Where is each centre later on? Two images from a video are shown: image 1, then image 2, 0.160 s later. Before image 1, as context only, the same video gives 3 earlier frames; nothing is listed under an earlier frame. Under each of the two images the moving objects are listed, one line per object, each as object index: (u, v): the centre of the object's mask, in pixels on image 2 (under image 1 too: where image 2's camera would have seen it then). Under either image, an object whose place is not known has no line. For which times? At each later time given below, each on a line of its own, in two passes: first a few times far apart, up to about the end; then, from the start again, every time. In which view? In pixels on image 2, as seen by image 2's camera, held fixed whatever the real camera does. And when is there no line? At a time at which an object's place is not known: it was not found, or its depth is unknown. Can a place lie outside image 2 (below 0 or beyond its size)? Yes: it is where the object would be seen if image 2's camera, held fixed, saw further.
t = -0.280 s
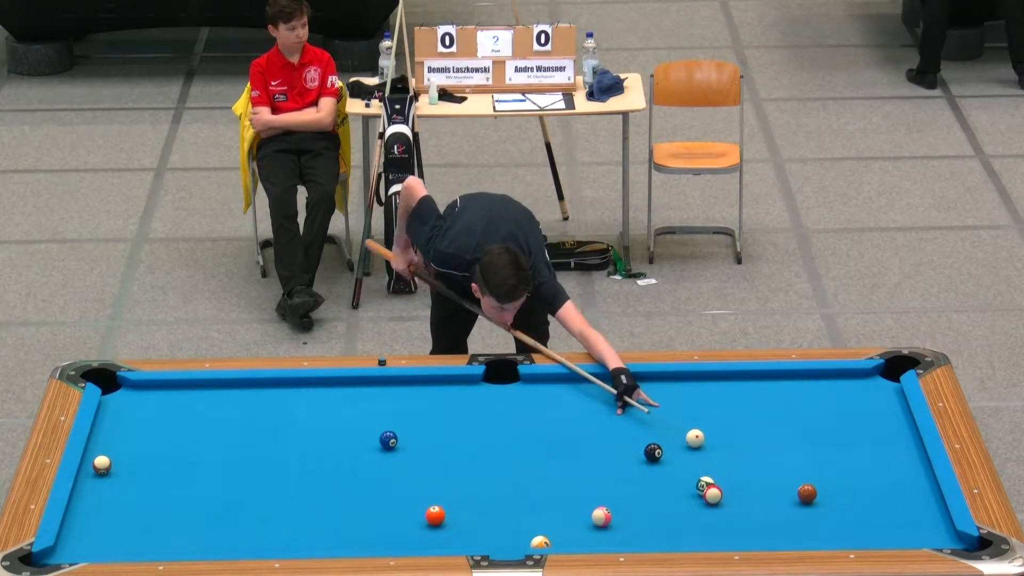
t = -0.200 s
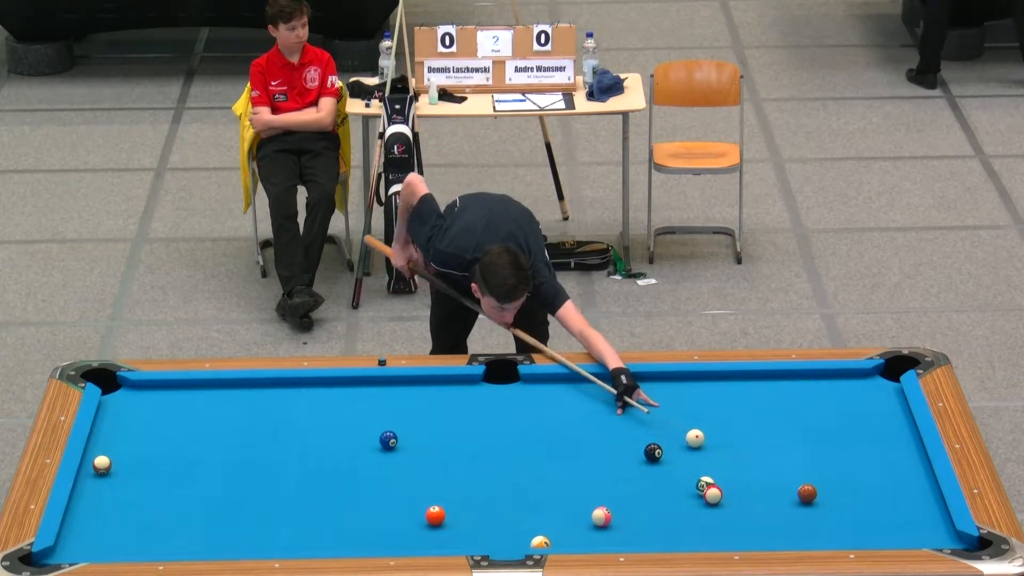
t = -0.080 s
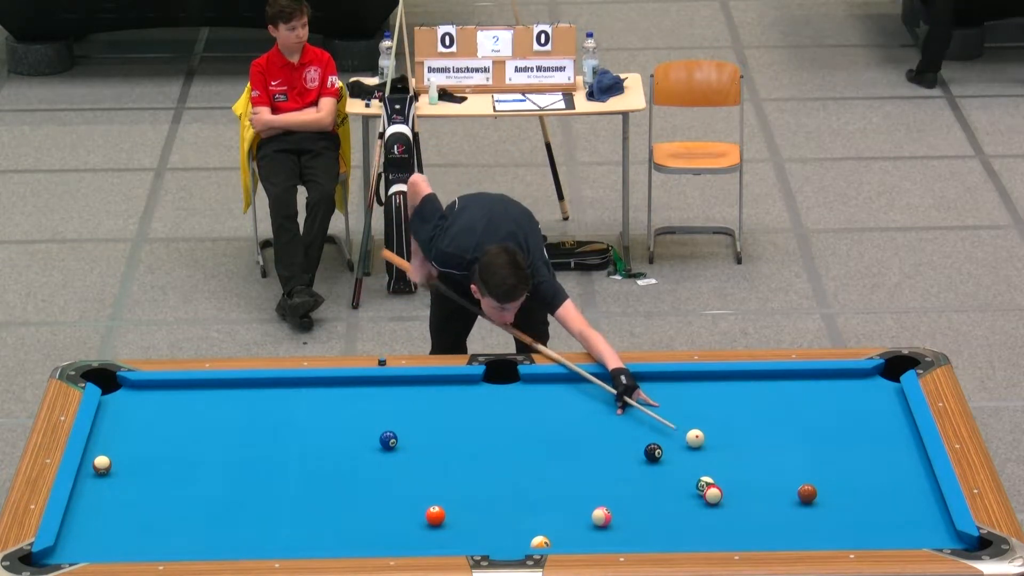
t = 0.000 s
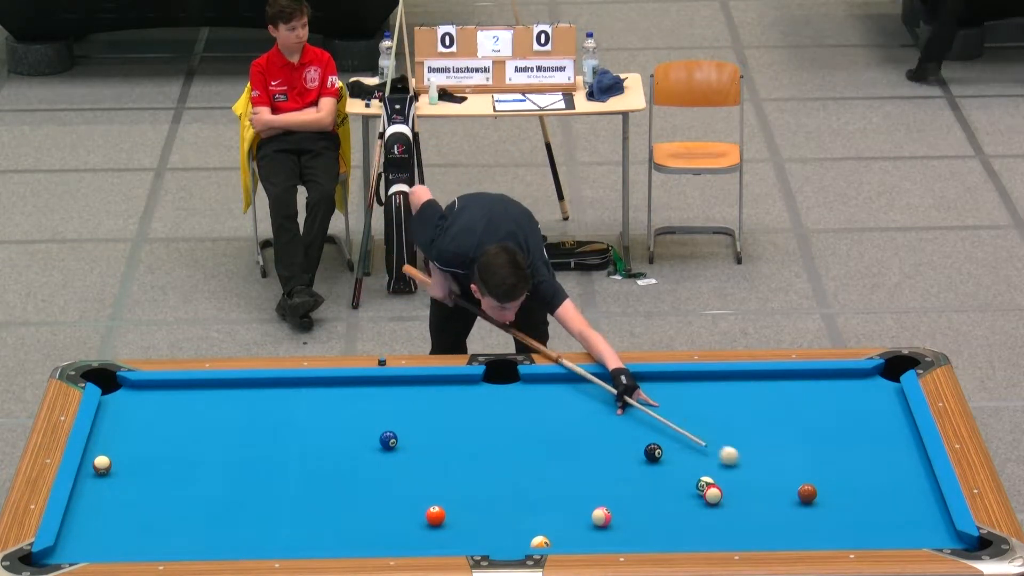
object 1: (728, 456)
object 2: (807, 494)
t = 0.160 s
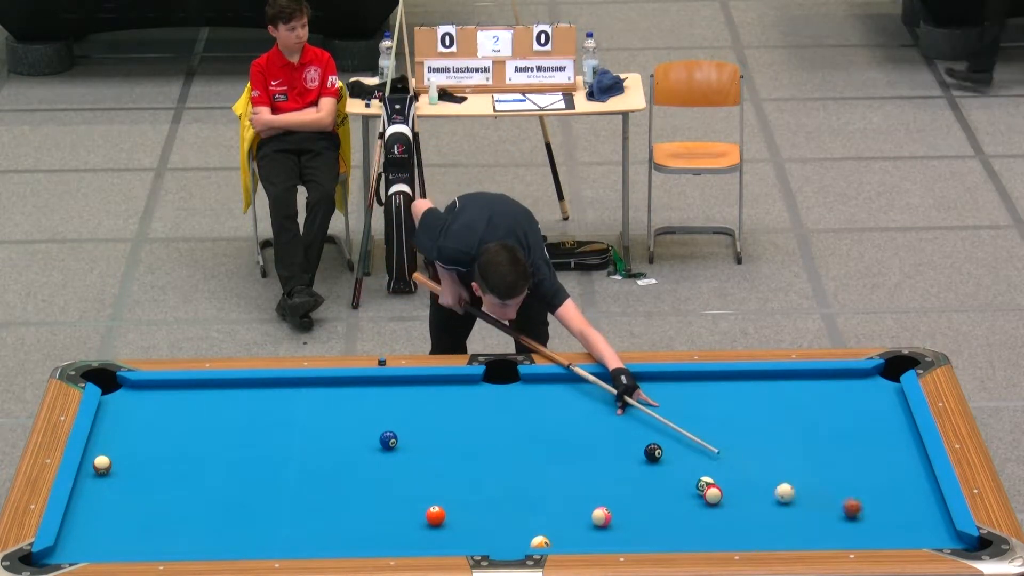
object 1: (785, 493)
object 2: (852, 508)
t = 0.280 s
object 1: (776, 502)
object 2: (937, 535)
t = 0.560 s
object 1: (759, 523)
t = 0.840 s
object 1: (741, 540)
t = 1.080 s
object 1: (716, 534)
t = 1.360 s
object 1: (687, 524)
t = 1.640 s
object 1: (661, 515)
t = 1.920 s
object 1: (637, 506)
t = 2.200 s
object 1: (615, 498)
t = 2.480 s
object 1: (596, 491)
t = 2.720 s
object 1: (580, 485)
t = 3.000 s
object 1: (564, 479)
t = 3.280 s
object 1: (550, 474)
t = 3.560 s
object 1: (538, 469)
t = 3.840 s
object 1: (526, 465)
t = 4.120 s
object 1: (517, 461)
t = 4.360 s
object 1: (510, 459)
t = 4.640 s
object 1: (504, 456)
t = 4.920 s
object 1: (500, 454)
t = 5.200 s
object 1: (497, 452)
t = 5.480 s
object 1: (496, 451)
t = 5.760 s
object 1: (495, 450)
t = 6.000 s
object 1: (495, 450)
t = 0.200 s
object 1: (781, 496)
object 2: (880, 518)
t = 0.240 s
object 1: (779, 499)
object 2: (909, 527)
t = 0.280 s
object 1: (776, 502)
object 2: (937, 535)
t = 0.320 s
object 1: (774, 505)
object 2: (964, 543)
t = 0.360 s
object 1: (771, 508)
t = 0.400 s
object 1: (769, 511)
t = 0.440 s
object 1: (766, 514)
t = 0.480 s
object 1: (764, 517)
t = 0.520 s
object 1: (761, 520)
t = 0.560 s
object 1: (759, 523)
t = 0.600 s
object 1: (756, 526)
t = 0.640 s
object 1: (754, 529)
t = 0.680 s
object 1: (751, 532)
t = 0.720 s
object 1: (749, 534)
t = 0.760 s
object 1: (747, 535)
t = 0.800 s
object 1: (744, 538)
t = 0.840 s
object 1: (741, 540)
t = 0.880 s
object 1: (737, 539)
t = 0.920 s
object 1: (733, 538)
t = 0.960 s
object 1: (729, 537)
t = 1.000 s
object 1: (724, 536)
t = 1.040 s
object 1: (720, 535)
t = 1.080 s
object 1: (716, 534)
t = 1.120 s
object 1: (711, 533)
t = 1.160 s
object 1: (707, 531)
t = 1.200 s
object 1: (703, 530)
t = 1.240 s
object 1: (699, 528)
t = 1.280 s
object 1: (695, 527)
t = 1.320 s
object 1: (691, 526)
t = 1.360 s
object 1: (687, 524)
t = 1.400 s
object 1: (683, 523)
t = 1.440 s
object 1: (679, 521)
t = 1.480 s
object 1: (675, 520)
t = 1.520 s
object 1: (672, 519)
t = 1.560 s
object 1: (668, 517)
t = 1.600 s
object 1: (665, 516)
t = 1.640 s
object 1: (661, 515)
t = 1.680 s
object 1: (657, 514)
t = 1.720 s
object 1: (654, 513)
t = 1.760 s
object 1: (651, 511)
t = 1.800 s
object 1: (647, 510)
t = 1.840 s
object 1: (644, 509)
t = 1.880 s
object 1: (640, 508)
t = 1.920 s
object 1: (637, 506)
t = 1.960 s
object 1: (634, 505)
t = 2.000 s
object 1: (631, 504)
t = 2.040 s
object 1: (628, 503)
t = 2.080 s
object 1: (624, 502)
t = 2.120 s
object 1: (621, 501)
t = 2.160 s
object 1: (619, 499)
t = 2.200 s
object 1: (615, 498)
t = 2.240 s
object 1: (612, 497)
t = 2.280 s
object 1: (610, 496)
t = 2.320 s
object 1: (607, 495)
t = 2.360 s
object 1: (604, 494)
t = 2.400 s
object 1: (601, 493)
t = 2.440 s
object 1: (598, 492)
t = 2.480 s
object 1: (596, 491)
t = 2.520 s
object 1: (593, 490)
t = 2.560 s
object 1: (591, 489)
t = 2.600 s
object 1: (588, 488)
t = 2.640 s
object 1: (586, 487)
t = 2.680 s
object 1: (583, 486)
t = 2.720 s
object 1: (580, 485)
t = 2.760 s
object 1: (578, 485)
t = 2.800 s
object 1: (576, 484)
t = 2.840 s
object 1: (573, 483)
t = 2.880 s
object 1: (571, 482)
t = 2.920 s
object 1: (569, 481)
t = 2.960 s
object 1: (566, 480)
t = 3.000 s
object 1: (564, 479)
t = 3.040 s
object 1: (562, 479)
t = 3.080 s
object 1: (560, 478)
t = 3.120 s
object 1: (558, 477)
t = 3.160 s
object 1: (556, 476)
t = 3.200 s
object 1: (554, 476)
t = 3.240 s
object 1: (552, 475)
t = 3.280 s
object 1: (550, 474)
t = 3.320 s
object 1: (548, 473)
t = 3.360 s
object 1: (546, 473)
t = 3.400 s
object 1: (544, 472)
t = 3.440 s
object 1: (543, 471)
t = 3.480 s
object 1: (541, 470)
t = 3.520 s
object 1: (539, 470)
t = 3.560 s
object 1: (538, 469)
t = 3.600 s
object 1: (536, 468)
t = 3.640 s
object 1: (534, 468)
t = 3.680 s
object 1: (532, 467)
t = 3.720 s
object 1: (531, 467)
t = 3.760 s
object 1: (529, 466)
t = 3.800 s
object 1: (528, 465)
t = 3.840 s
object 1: (526, 465)
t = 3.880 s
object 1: (525, 464)
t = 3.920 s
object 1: (523, 464)
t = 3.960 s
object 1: (522, 463)
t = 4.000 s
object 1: (521, 463)
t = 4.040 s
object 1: (519, 462)
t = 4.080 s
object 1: (518, 462)
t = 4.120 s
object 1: (517, 461)
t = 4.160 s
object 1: (516, 461)
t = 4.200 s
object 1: (515, 460)
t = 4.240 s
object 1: (513, 460)
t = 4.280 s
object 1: (512, 459)
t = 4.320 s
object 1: (511, 459)
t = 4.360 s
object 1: (510, 459)
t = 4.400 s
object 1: (509, 458)
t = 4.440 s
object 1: (508, 458)
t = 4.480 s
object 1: (507, 458)
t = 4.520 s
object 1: (507, 457)
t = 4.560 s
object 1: (506, 457)
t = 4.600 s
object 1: (505, 456)
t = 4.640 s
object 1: (504, 456)
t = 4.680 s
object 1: (503, 456)
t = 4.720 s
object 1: (503, 455)
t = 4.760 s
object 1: (502, 455)
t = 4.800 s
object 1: (502, 455)
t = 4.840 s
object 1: (501, 454)
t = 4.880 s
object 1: (500, 454)
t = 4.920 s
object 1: (500, 454)
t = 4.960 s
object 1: (500, 454)
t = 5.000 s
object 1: (499, 453)
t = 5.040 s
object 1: (499, 453)
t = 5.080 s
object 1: (498, 453)
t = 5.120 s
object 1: (498, 452)
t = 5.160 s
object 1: (497, 452)
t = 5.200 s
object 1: (497, 452)
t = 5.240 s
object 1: (497, 452)
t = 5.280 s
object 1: (496, 452)
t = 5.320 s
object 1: (496, 452)
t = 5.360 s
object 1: (496, 451)
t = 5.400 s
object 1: (496, 451)
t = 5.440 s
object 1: (496, 451)
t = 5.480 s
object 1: (496, 451)
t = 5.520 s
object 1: (496, 451)
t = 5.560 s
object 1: (496, 451)
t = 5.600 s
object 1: (496, 451)
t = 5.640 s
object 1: (496, 451)
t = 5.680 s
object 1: (495, 450)
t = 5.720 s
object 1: (495, 450)
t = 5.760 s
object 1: (495, 450)
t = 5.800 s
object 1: (495, 450)
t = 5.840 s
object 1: (495, 450)
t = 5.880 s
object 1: (495, 450)
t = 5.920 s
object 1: (495, 450)
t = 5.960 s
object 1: (495, 450)
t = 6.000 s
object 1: (495, 450)
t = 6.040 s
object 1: (495, 450)
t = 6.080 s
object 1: (495, 450)
